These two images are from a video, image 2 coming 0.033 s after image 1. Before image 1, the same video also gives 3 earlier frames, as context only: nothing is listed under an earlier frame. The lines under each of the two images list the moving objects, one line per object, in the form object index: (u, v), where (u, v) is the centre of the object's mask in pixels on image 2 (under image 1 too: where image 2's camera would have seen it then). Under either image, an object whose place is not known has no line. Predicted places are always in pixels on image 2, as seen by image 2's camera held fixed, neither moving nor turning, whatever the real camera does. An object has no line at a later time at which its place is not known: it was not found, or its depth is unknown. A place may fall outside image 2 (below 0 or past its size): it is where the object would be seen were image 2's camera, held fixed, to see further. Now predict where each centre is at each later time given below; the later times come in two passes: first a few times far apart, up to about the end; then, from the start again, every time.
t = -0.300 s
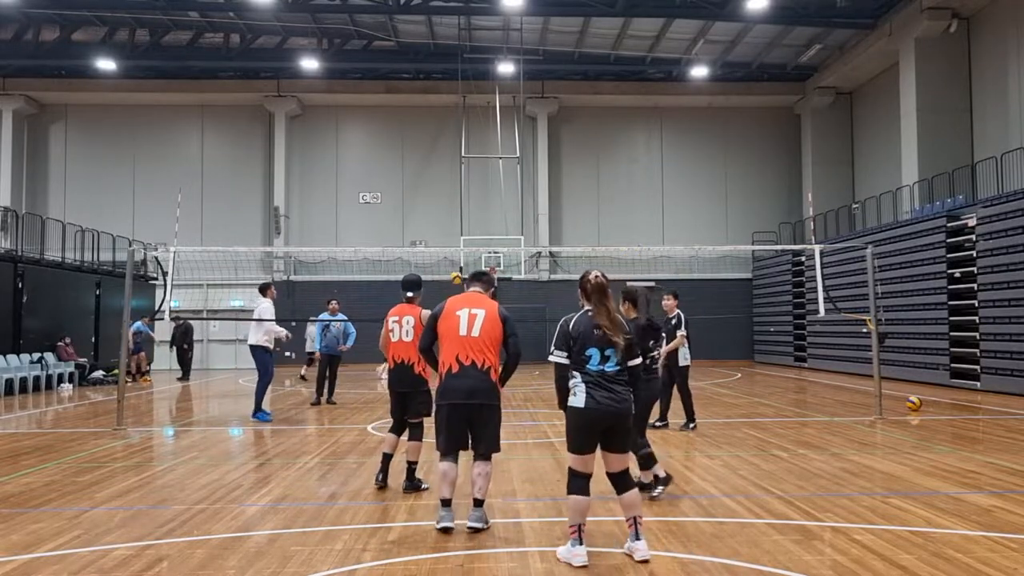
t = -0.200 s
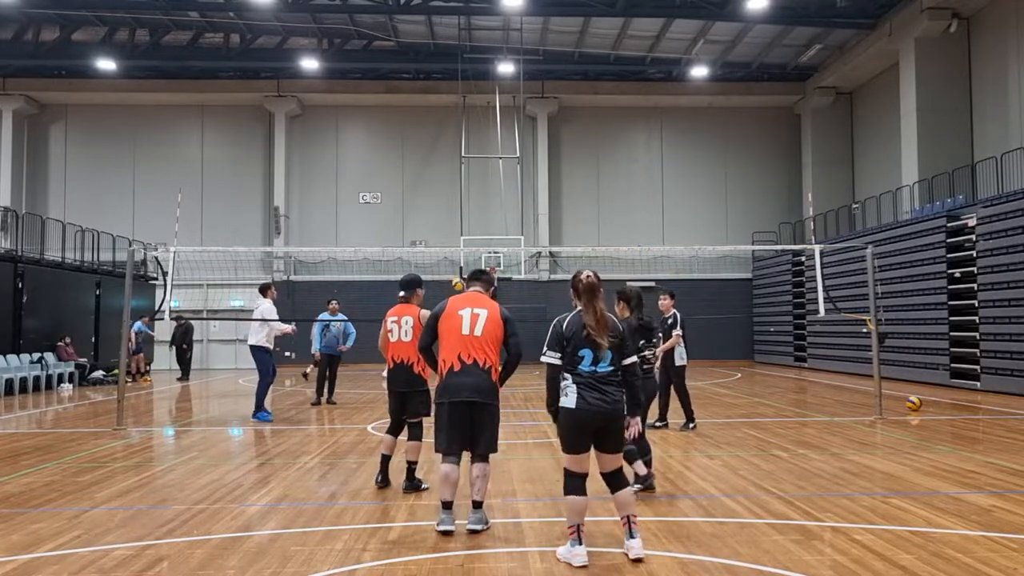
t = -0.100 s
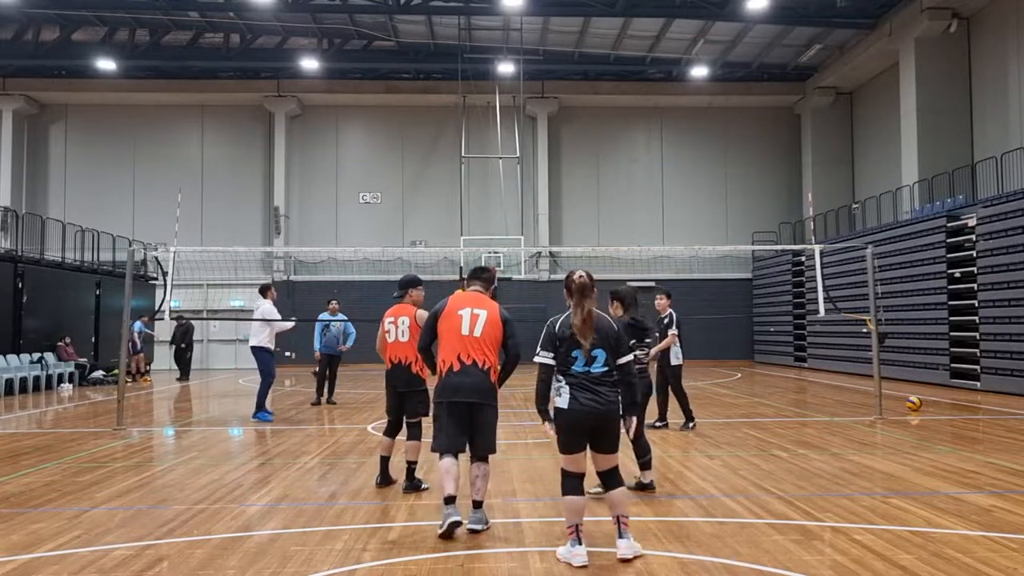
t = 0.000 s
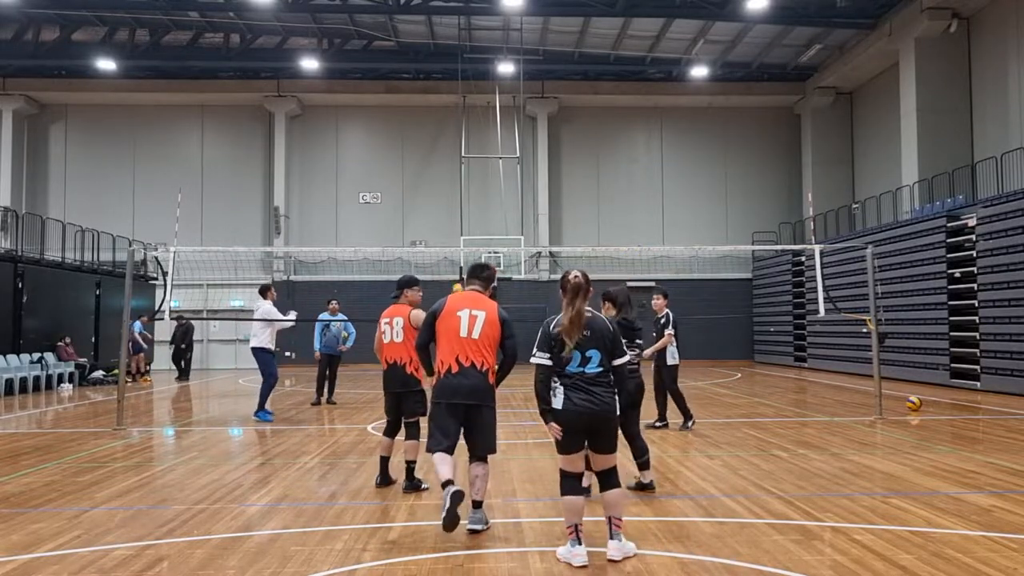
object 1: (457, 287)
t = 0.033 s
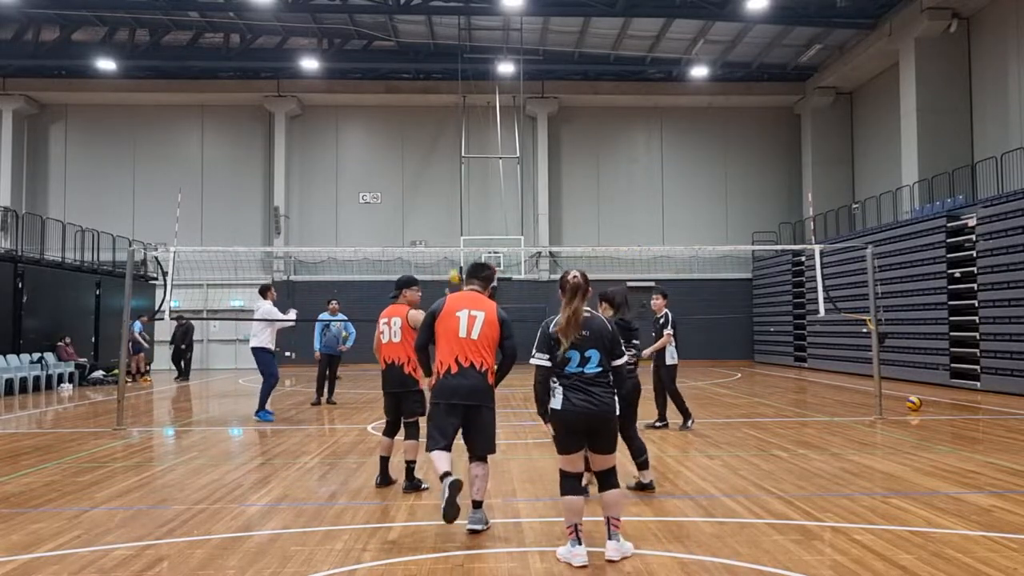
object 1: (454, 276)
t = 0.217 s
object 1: (431, 211)
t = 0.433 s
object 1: (407, 158)
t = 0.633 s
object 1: (385, 132)
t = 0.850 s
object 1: (361, 129)
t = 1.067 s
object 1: (336, 154)
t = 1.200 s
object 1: (320, 182)
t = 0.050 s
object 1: (452, 268)
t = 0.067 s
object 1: (449, 262)
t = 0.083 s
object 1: (448, 256)
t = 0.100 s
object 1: (446, 251)
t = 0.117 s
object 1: (443, 243)
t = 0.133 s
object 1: (441, 238)
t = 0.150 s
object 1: (439, 232)
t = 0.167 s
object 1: (438, 226)
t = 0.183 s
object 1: (436, 221)
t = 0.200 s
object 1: (434, 216)
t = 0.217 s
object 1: (431, 211)
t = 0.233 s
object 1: (430, 206)
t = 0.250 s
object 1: (427, 202)
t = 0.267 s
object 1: (426, 196)
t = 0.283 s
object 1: (423, 192)
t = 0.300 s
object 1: (422, 187)
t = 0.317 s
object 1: (420, 183)
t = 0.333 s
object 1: (418, 179)
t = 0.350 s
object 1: (415, 175)
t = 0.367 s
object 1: (413, 170)
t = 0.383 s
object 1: (412, 168)
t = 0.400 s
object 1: (411, 164)
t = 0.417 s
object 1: (409, 161)
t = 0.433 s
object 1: (407, 158)
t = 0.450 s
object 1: (405, 155)
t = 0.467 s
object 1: (403, 152)
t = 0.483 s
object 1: (401, 150)
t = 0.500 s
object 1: (399, 147)
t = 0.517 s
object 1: (397, 145)
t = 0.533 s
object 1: (395, 142)
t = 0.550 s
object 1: (393, 140)
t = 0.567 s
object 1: (392, 138)
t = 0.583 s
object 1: (390, 136)
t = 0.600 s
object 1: (389, 135)
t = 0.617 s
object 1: (387, 133)
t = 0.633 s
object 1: (385, 132)
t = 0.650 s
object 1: (383, 131)
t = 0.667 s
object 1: (381, 131)
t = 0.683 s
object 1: (379, 129)
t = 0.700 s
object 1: (377, 129)
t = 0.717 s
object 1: (375, 128)
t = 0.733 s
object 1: (373, 128)
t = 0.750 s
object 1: (372, 128)
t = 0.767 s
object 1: (370, 128)
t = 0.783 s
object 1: (368, 128)
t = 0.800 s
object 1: (366, 128)
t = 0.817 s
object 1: (364, 128)
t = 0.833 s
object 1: (362, 128)
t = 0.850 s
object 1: (361, 129)
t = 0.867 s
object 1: (359, 130)
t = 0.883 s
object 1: (357, 131)
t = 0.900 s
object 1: (355, 132)
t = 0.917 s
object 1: (353, 133)
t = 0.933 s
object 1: (351, 135)
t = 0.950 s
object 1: (349, 137)
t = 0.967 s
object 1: (347, 139)
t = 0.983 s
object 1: (345, 141)
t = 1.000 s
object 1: (343, 143)
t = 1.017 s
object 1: (342, 146)
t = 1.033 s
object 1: (340, 148)
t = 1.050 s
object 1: (338, 151)
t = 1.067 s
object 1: (336, 154)
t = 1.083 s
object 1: (334, 157)
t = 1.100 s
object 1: (332, 160)
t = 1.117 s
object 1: (330, 163)
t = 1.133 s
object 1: (328, 167)
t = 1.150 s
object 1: (326, 170)
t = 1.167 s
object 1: (324, 174)
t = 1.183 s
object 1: (322, 179)
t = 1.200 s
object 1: (320, 182)
